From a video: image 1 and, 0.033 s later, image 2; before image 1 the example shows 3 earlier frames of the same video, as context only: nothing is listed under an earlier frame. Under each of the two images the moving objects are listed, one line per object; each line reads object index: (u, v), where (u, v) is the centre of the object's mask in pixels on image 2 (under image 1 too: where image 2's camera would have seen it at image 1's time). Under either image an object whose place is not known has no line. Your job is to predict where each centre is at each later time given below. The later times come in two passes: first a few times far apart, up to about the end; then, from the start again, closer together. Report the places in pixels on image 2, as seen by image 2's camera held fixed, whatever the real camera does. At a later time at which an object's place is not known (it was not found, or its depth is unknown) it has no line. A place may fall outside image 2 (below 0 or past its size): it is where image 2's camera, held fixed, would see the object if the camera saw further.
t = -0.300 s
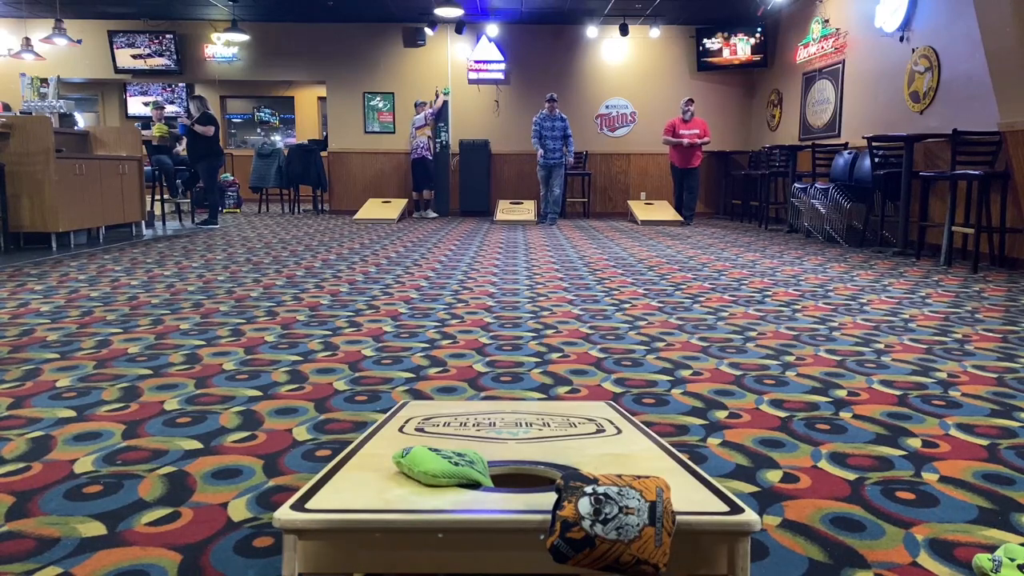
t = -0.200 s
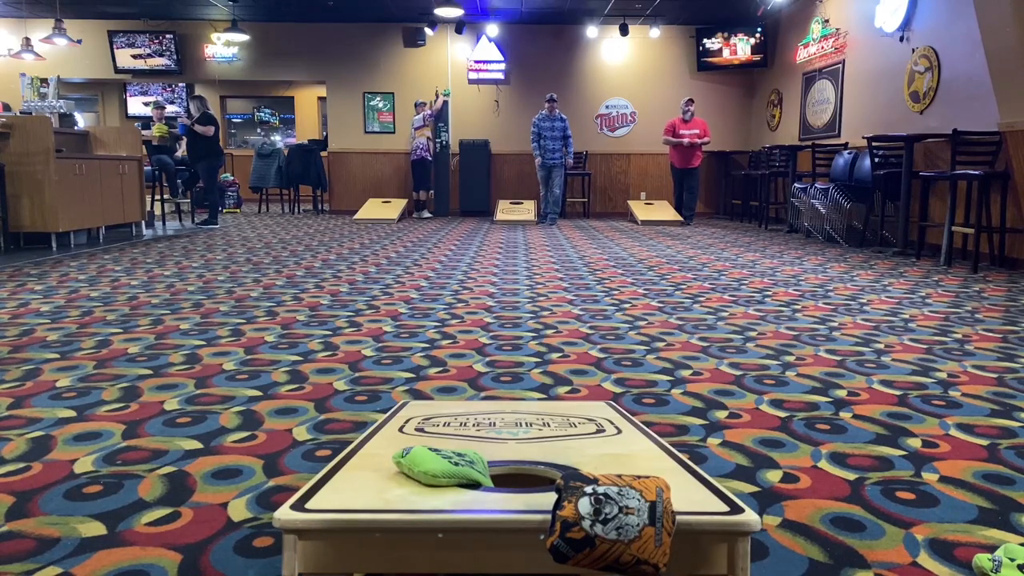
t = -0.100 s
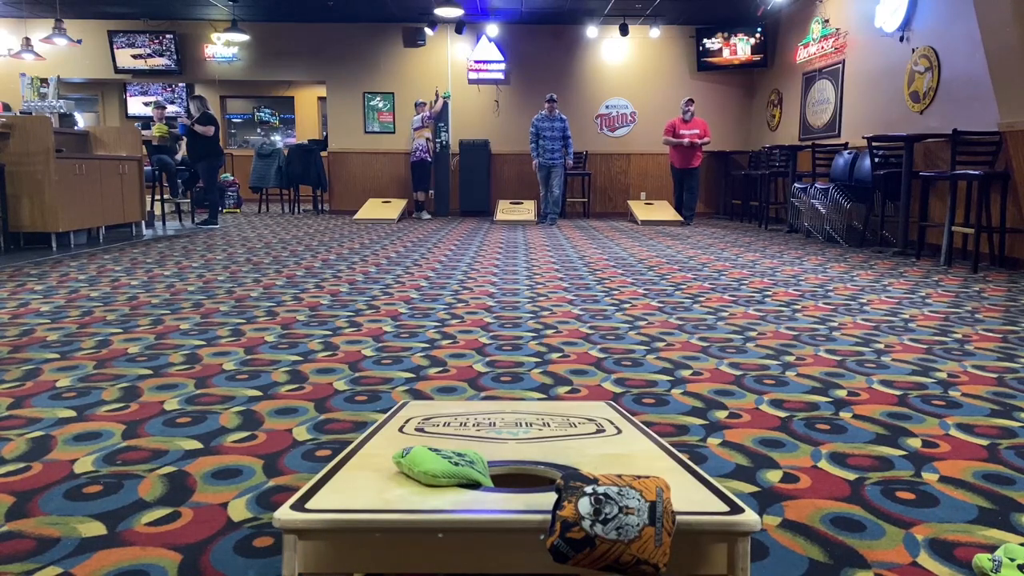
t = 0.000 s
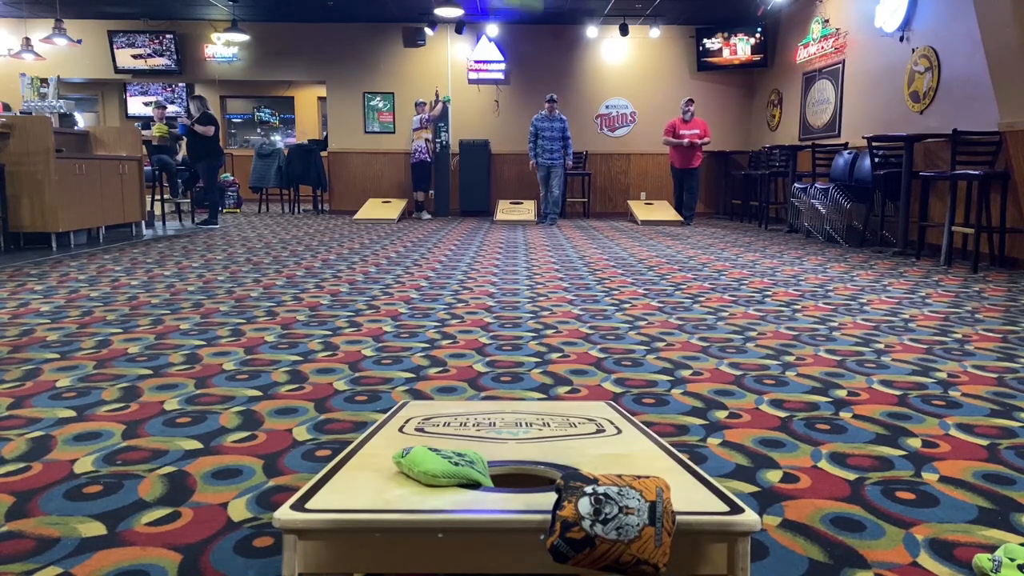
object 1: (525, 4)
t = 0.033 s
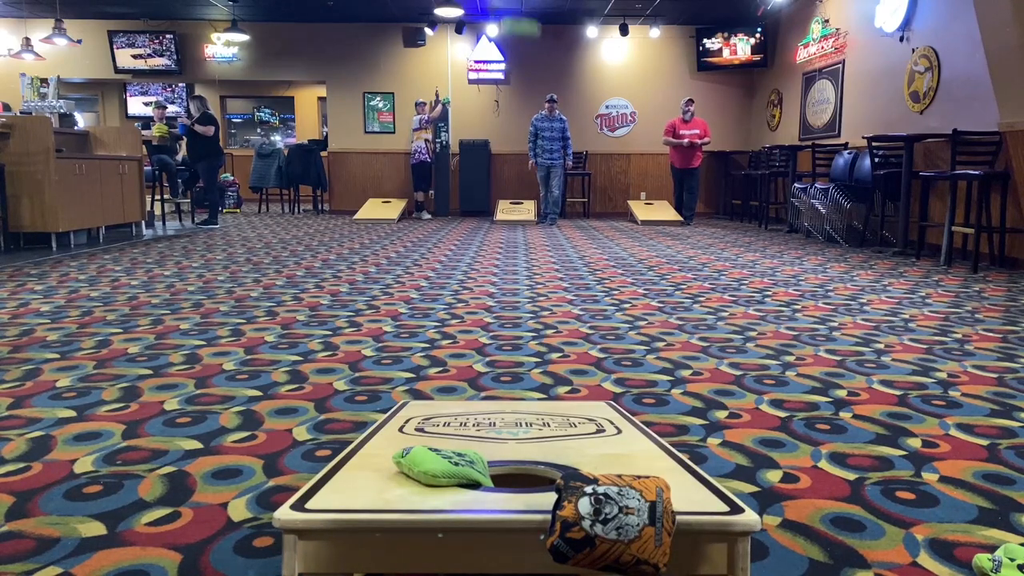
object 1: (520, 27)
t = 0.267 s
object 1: (497, 415)
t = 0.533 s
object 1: (476, 450)
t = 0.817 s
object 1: (481, 455)
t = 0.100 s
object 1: (519, 99)
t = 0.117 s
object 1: (516, 123)
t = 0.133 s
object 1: (512, 151)
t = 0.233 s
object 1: (508, 408)
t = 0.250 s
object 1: (501, 416)
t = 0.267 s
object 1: (497, 415)
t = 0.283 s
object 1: (494, 416)
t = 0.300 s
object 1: (491, 418)
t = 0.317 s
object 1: (487, 421)
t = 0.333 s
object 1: (485, 425)
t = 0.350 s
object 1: (481, 431)
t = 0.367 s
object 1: (479, 436)
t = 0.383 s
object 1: (477, 439)
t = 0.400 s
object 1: (475, 448)
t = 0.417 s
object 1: (475, 450)
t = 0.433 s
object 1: (473, 451)
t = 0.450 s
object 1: (473, 451)
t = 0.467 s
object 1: (474, 450)
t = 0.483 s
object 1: (474, 450)
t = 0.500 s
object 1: (474, 450)
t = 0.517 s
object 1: (475, 450)
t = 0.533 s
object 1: (476, 450)
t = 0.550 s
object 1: (478, 451)
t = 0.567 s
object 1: (479, 451)
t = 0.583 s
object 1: (480, 453)
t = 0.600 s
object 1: (480, 454)
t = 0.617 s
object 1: (481, 455)
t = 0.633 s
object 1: (481, 455)
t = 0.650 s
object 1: (481, 455)
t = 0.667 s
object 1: (481, 455)
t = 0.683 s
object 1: (481, 455)
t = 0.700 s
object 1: (482, 455)
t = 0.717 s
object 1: (482, 455)
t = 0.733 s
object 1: (481, 455)
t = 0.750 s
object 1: (481, 455)
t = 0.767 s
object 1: (481, 455)
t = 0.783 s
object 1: (481, 455)
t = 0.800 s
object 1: (481, 455)
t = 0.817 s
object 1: (481, 455)
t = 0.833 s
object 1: (481, 455)
